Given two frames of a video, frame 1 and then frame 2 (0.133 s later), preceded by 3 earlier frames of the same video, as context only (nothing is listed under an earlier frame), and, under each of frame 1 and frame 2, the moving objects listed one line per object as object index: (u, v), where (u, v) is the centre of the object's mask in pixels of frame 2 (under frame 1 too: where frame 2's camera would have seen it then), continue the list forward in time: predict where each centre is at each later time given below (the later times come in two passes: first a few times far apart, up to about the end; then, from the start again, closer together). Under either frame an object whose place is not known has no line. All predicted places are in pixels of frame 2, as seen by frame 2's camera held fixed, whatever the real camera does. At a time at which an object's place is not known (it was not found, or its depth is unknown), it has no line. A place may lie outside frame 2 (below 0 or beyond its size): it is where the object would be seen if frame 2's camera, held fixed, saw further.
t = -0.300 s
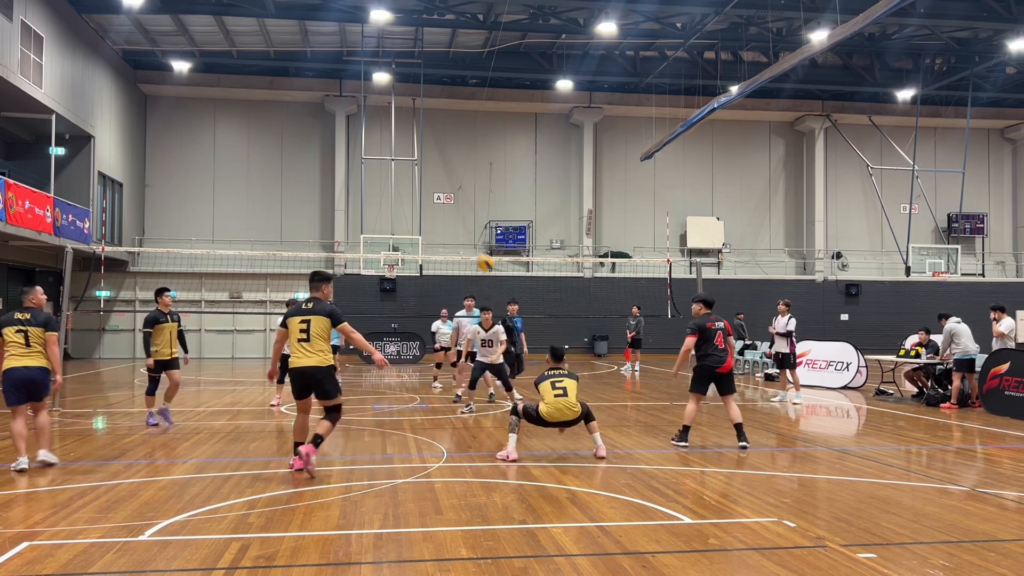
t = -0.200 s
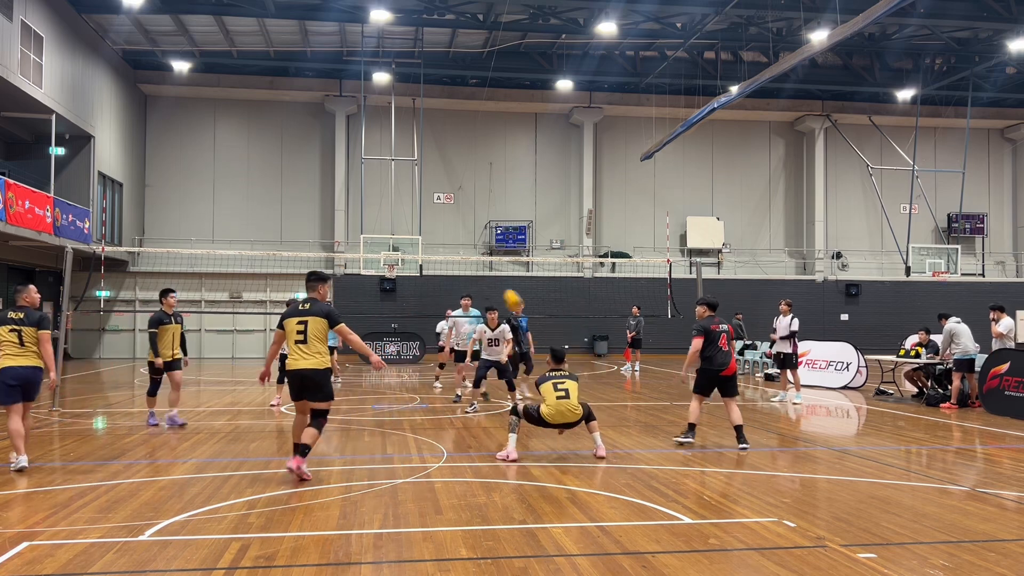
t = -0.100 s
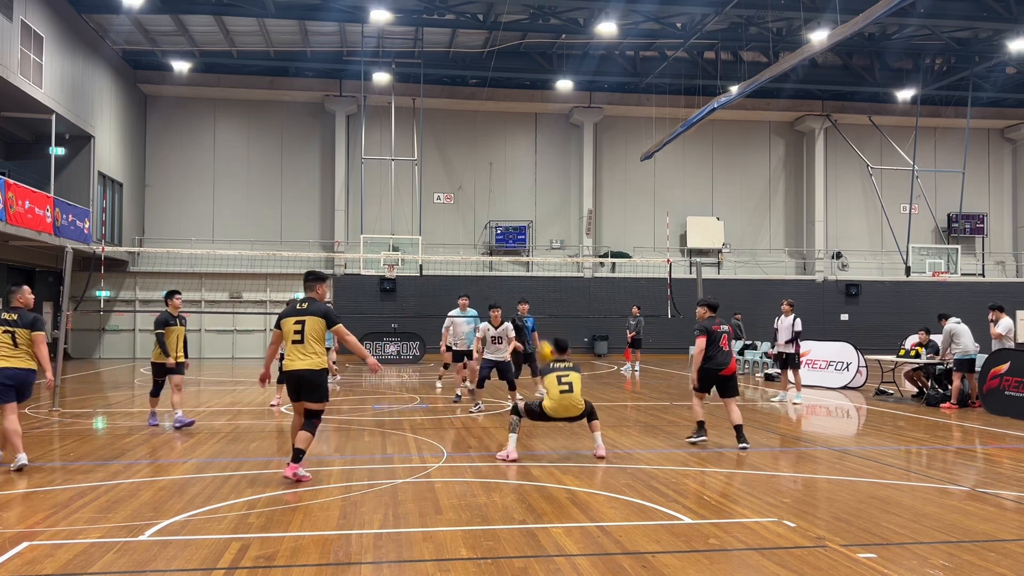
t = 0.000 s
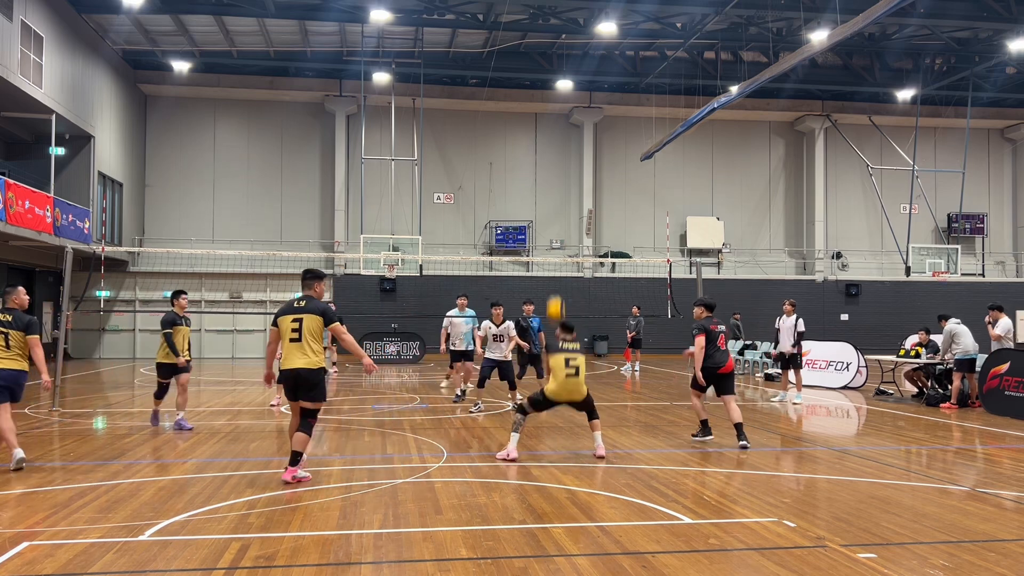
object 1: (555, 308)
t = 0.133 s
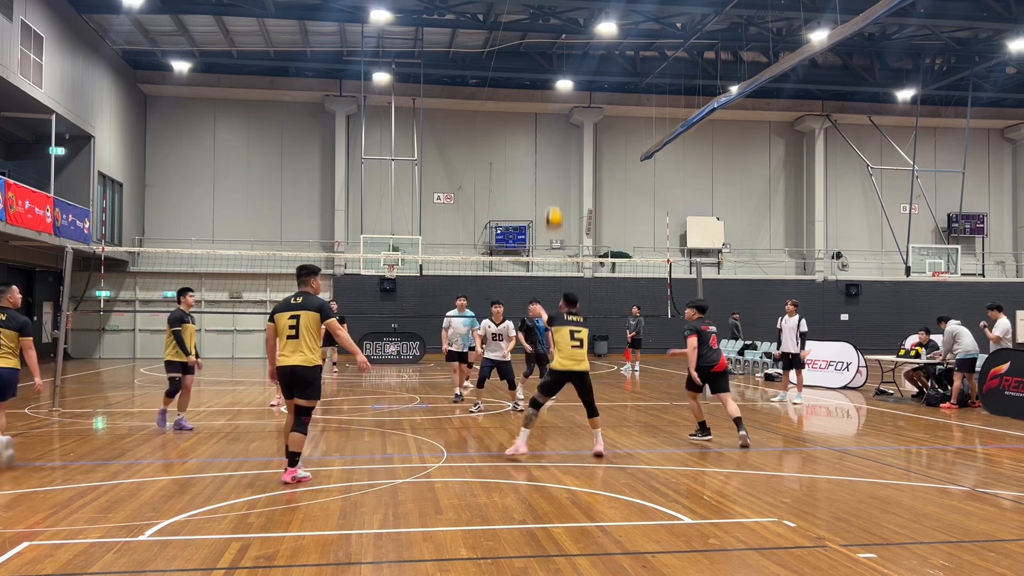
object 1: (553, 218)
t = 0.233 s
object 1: (552, 163)
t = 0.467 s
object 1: (549, 75)
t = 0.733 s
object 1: (547, 35)
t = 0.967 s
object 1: (545, 48)
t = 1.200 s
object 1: (542, 101)
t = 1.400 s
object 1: (540, 176)
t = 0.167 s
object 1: (553, 199)
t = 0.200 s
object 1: (553, 181)
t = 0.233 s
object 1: (552, 163)
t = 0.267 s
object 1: (552, 148)
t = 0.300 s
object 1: (552, 132)
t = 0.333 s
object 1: (551, 120)
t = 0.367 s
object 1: (551, 107)
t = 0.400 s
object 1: (550, 95)
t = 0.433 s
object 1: (549, 85)
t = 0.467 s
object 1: (549, 75)
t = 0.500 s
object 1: (549, 67)
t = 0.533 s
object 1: (549, 60)
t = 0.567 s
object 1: (549, 53)
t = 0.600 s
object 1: (548, 48)
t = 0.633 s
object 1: (548, 43)
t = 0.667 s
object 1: (548, 40)
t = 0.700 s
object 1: (548, 37)
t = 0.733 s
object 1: (547, 35)
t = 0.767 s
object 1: (547, 35)
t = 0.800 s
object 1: (547, 34)
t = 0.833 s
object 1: (546, 35)
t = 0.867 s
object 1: (546, 37)
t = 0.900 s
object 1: (546, 40)
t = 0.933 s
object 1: (545, 43)
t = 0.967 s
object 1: (545, 48)
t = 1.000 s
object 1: (545, 53)
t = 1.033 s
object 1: (544, 59)
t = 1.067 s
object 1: (544, 66)
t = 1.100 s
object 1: (543, 74)
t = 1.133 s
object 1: (543, 82)
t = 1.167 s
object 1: (543, 92)
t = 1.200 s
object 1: (542, 101)
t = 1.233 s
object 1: (542, 113)
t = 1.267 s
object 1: (541, 123)
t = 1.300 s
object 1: (541, 135)
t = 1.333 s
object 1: (541, 148)
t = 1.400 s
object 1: (540, 176)
